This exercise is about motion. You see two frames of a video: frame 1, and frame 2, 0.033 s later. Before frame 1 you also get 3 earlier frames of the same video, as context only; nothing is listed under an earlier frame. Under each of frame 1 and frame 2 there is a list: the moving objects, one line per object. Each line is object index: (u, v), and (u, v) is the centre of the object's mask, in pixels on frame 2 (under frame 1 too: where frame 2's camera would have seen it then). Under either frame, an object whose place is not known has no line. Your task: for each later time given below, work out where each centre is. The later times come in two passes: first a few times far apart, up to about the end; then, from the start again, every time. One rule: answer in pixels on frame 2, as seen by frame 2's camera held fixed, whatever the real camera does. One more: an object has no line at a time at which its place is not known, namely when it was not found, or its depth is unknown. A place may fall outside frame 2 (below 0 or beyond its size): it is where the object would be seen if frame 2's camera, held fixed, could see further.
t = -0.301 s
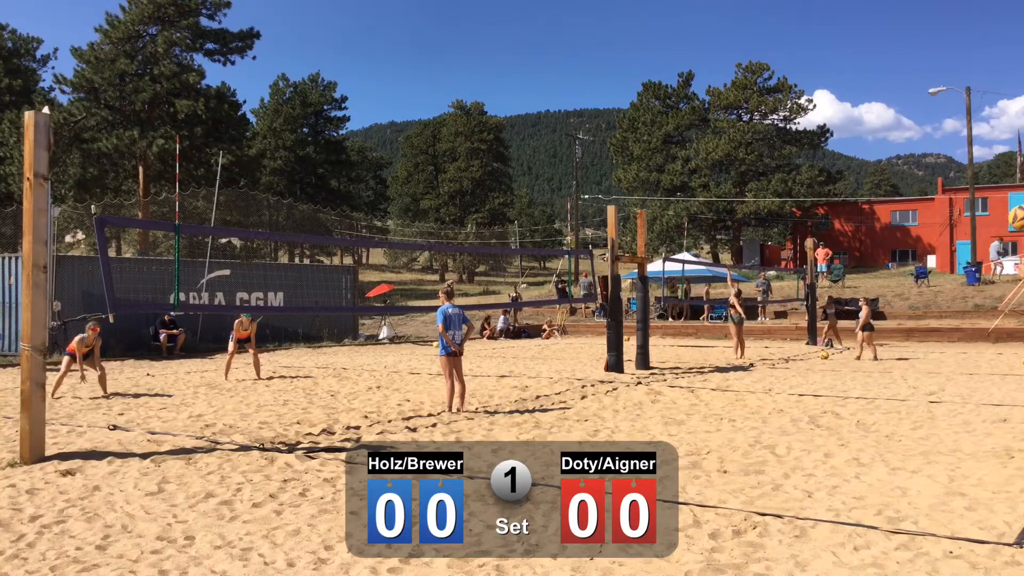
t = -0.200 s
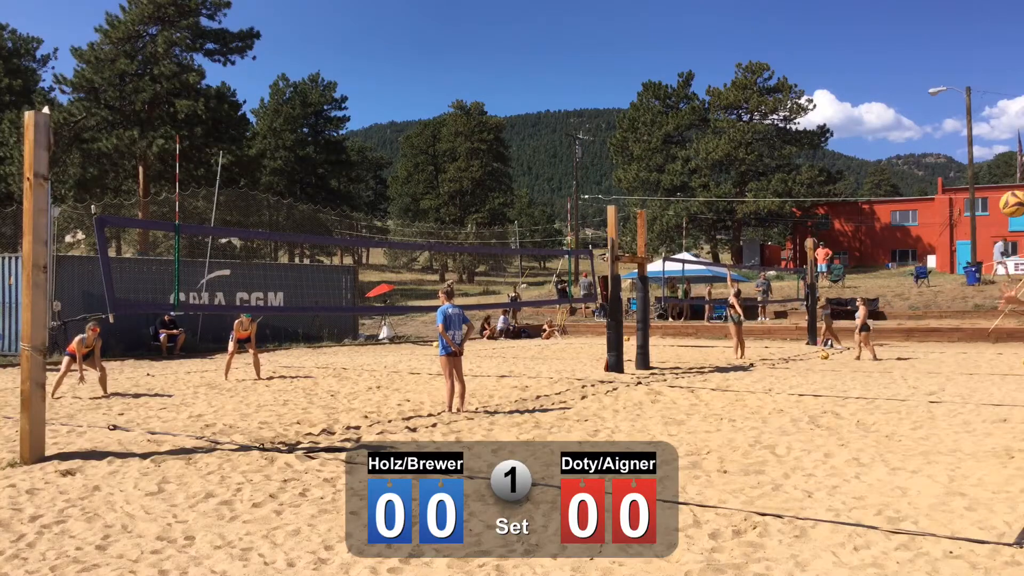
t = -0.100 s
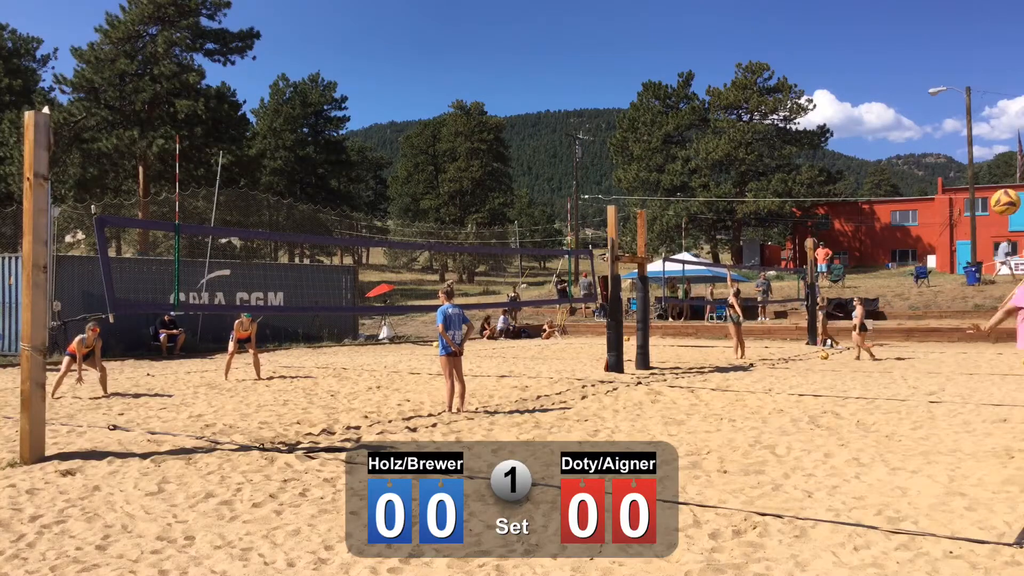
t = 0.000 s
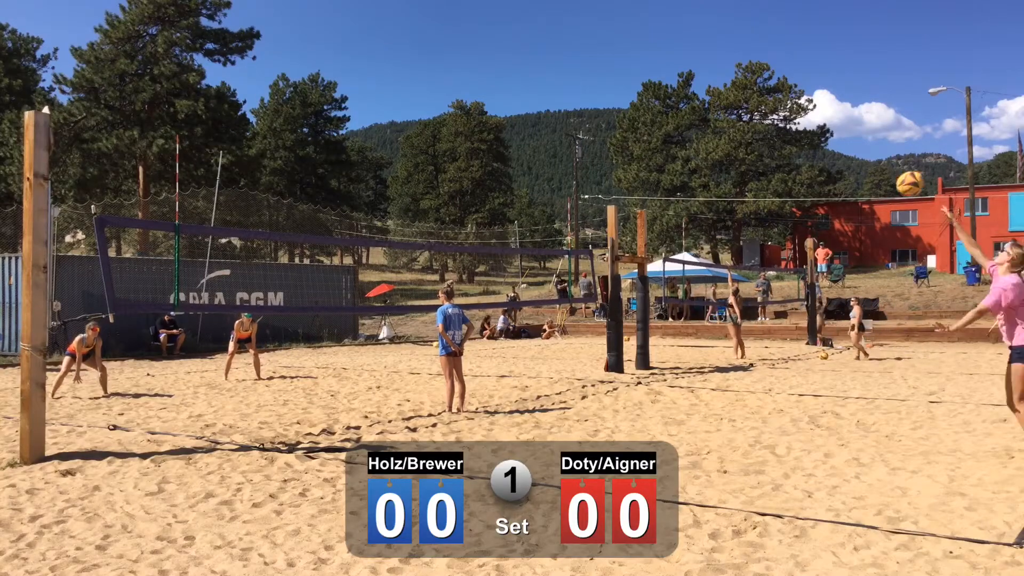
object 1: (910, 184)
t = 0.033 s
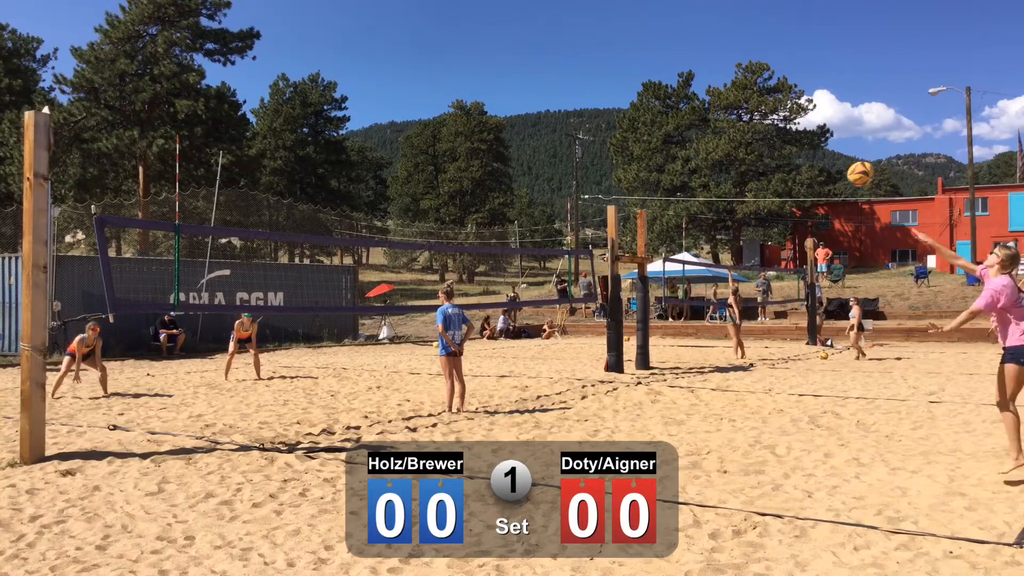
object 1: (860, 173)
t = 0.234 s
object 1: (624, 148)
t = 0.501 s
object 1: (419, 169)
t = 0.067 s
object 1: (814, 165)
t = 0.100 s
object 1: (771, 159)
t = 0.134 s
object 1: (730, 154)
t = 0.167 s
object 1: (692, 151)
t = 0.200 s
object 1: (657, 149)
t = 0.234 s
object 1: (624, 148)
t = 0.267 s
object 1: (593, 148)
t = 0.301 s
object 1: (564, 149)
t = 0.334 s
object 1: (536, 151)
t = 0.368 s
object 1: (510, 153)
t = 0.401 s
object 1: (486, 156)
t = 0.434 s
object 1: (463, 160)
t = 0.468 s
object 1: (440, 164)
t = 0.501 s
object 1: (419, 169)
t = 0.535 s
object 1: (400, 174)
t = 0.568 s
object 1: (381, 180)
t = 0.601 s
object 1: (363, 187)
